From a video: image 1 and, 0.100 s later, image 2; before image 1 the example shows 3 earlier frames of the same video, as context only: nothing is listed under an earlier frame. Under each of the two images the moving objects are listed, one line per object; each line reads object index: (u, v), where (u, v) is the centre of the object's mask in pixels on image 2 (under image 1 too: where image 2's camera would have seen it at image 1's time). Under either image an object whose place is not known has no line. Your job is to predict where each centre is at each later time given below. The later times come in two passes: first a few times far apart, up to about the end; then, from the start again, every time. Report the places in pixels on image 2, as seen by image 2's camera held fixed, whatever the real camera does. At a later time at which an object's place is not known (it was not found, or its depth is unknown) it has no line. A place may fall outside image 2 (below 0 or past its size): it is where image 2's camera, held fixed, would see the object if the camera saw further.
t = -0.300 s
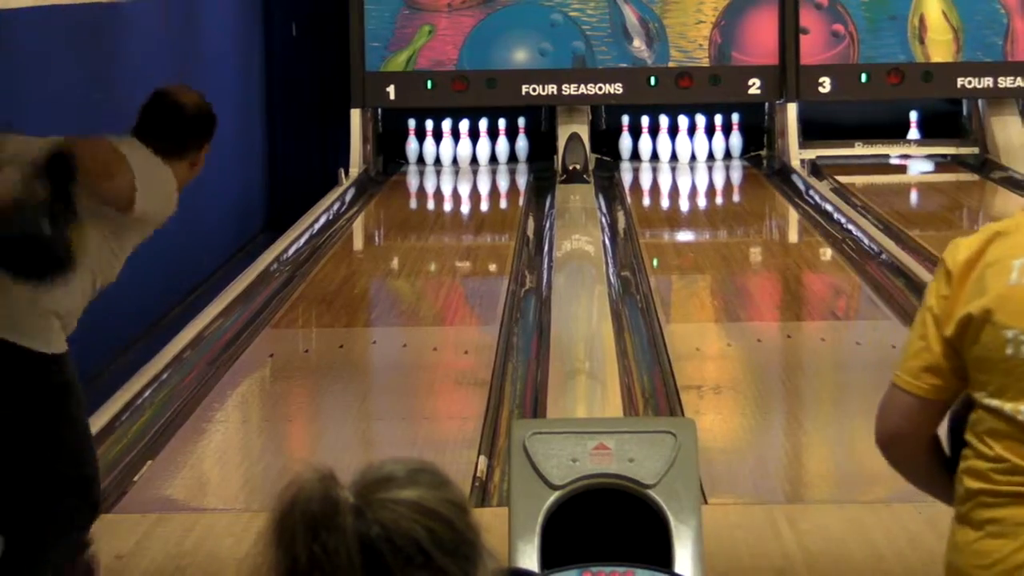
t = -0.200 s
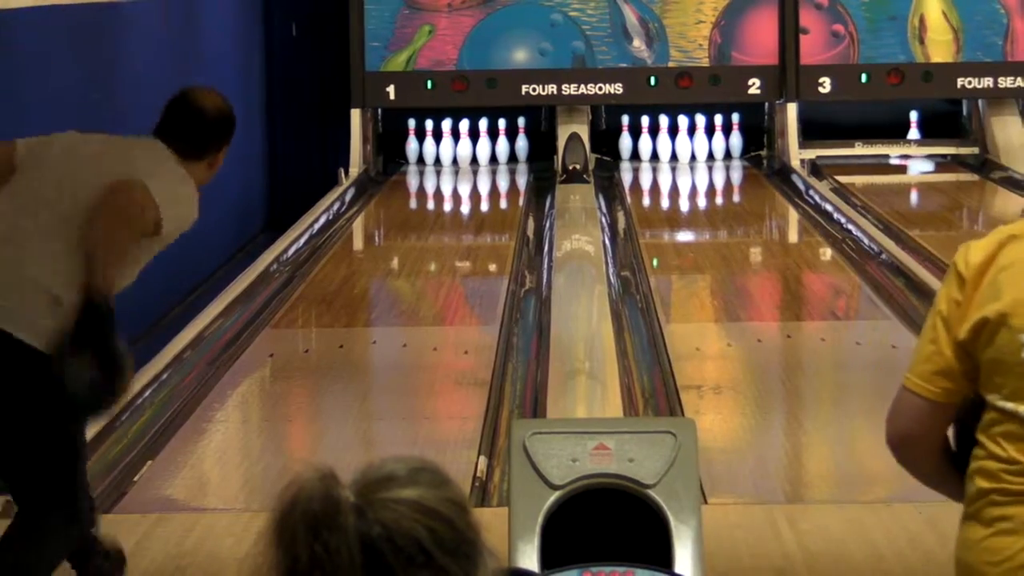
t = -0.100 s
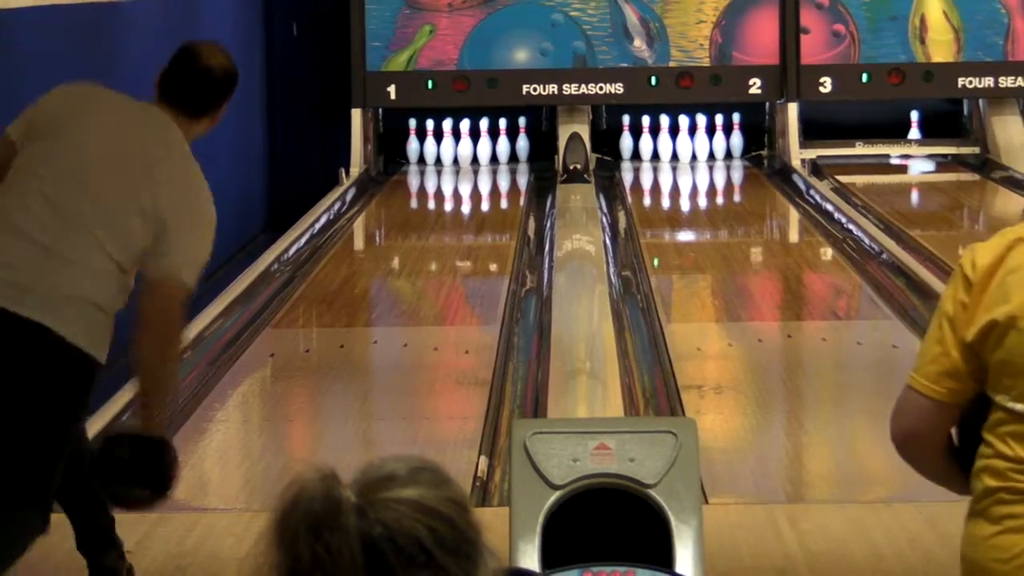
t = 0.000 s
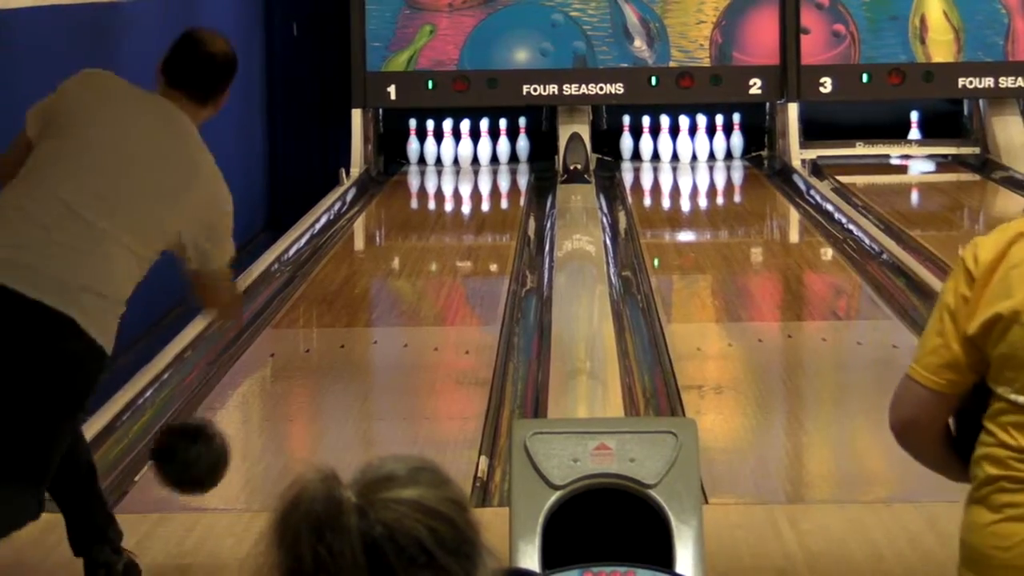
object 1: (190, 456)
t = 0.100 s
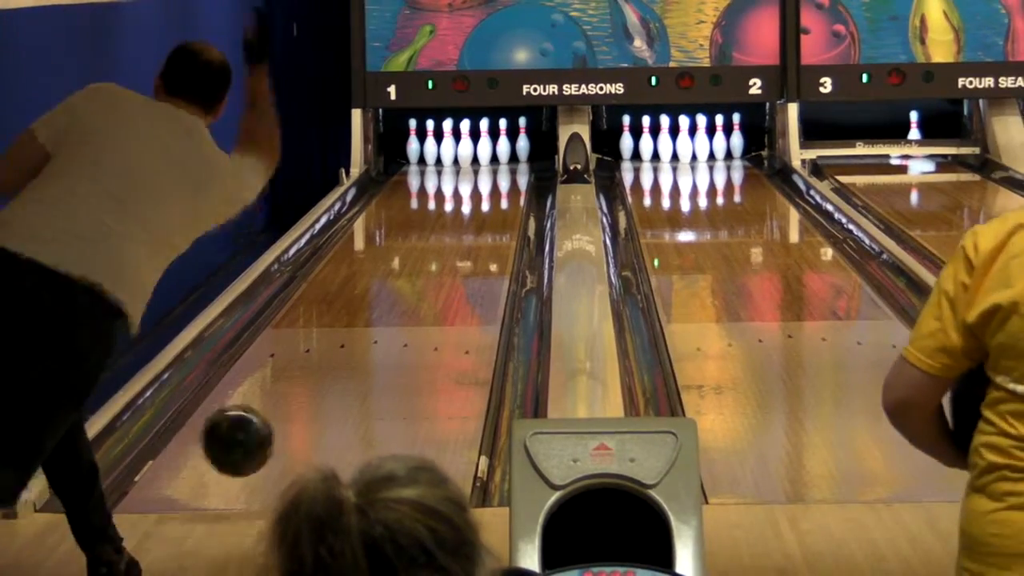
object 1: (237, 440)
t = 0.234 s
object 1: (288, 423)
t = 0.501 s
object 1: (361, 353)
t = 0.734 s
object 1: (407, 306)
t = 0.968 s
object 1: (442, 268)
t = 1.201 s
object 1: (468, 242)
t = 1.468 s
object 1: (490, 212)
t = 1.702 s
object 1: (499, 194)
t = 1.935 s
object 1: (500, 180)
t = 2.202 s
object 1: (496, 164)
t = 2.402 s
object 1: (485, 155)
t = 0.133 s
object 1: (252, 443)
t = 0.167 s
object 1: (265, 449)
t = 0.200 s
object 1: (278, 437)
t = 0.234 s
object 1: (288, 423)
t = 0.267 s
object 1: (299, 412)
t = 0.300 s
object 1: (309, 405)
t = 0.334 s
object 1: (319, 397)
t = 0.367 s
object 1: (328, 389)
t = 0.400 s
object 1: (337, 379)
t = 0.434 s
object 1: (346, 370)
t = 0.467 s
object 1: (354, 361)
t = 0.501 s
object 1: (361, 353)
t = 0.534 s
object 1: (368, 347)
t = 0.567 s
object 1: (376, 338)
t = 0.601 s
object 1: (383, 331)
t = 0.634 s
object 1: (389, 325)
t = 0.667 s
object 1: (395, 318)
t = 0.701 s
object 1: (401, 311)
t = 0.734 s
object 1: (407, 306)
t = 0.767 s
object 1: (413, 301)
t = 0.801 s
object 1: (418, 295)
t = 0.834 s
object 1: (422, 289)
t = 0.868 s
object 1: (428, 283)
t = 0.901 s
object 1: (433, 279)
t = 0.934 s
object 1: (437, 275)
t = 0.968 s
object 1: (442, 268)
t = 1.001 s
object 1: (446, 264)
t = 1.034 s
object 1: (450, 260)
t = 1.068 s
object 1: (455, 255)
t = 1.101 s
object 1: (458, 250)
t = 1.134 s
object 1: (461, 247)
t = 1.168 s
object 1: (465, 243)
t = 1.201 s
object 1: (468, 242)
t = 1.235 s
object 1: (472, 235)
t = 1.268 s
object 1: (473, 233)
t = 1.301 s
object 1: (476, 228)
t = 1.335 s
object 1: (480, 225)
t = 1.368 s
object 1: (482, 222)
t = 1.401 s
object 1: (484, 220)
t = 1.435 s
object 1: (486, 217)
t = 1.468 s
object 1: (490, 212)
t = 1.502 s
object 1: (491, 209)
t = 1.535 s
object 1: (492, 207)
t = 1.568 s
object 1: (495, 203)
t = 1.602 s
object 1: (496, 201)
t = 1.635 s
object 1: (497, 199)
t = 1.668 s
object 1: (498, 196)
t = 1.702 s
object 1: (499, 194)
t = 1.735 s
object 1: (500, 191)
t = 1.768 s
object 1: (501, 189)
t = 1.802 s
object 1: (500, 187)
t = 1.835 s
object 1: (500, 185)
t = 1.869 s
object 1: (502, 182)
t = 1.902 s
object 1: (500, 181)
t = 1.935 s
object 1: (500, 180)
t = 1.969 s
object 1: (501, 177)
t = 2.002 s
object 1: (501, 175)
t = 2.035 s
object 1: (501, 173)
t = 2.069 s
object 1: (500, 171)
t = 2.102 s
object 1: (498, 169)
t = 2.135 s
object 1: (497, 167)
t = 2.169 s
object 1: (497, 165)
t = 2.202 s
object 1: (496, 164)
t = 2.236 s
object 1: (494, 162)
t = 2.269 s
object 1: (493, 160)
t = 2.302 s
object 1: (491, 159)
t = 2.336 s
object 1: (489, 158)
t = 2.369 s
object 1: (487, 156)
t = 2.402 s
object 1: (485, 155)
